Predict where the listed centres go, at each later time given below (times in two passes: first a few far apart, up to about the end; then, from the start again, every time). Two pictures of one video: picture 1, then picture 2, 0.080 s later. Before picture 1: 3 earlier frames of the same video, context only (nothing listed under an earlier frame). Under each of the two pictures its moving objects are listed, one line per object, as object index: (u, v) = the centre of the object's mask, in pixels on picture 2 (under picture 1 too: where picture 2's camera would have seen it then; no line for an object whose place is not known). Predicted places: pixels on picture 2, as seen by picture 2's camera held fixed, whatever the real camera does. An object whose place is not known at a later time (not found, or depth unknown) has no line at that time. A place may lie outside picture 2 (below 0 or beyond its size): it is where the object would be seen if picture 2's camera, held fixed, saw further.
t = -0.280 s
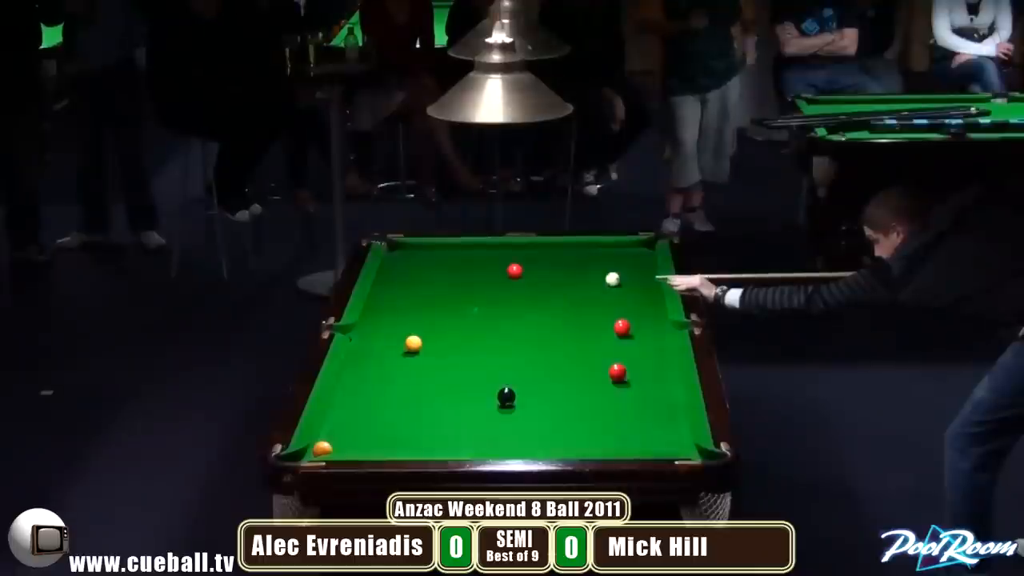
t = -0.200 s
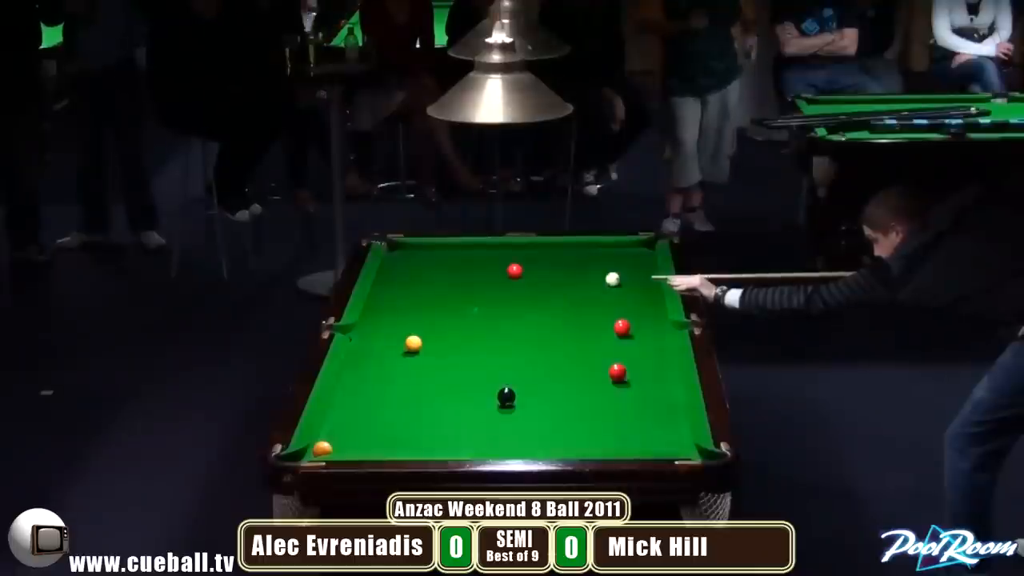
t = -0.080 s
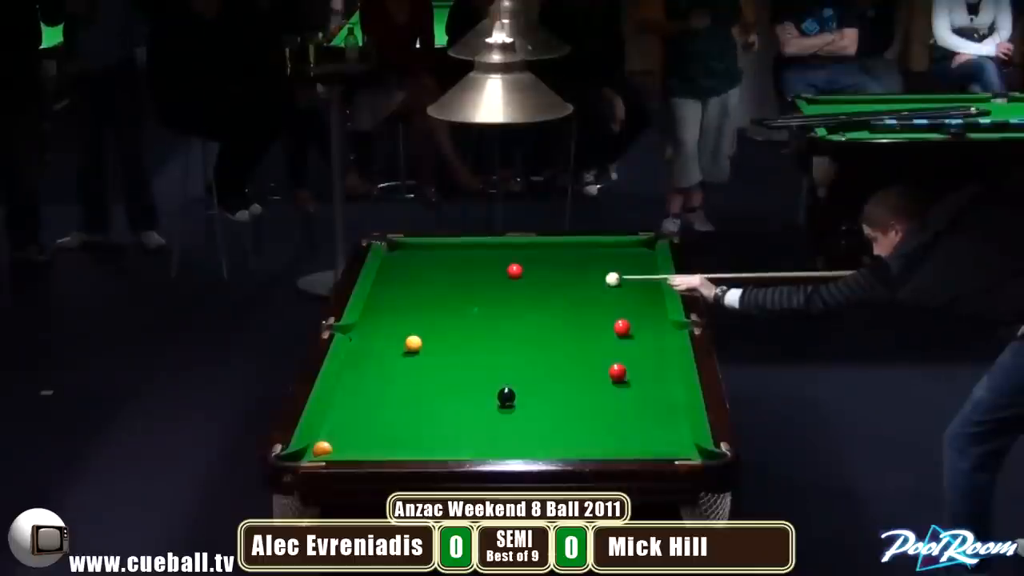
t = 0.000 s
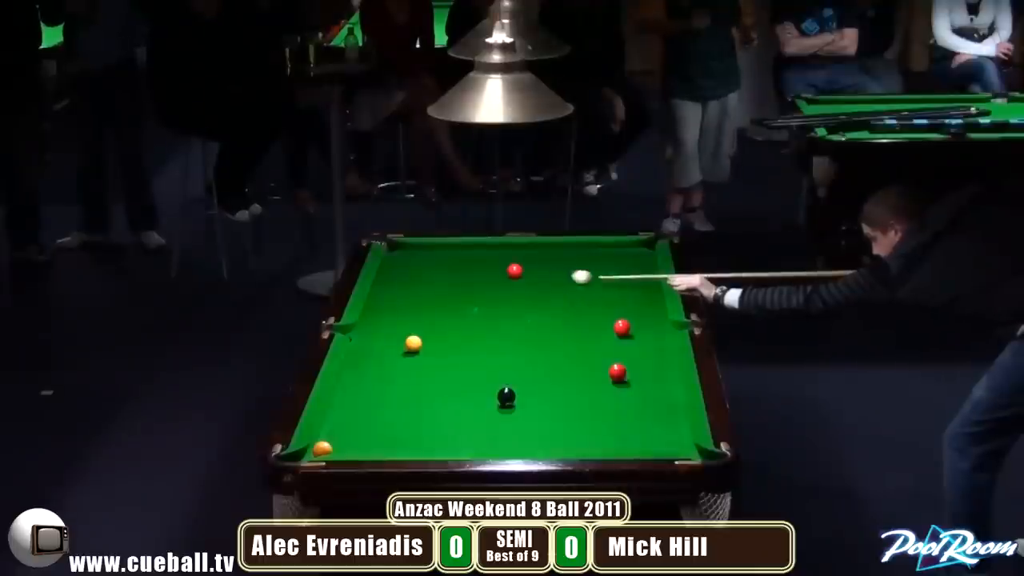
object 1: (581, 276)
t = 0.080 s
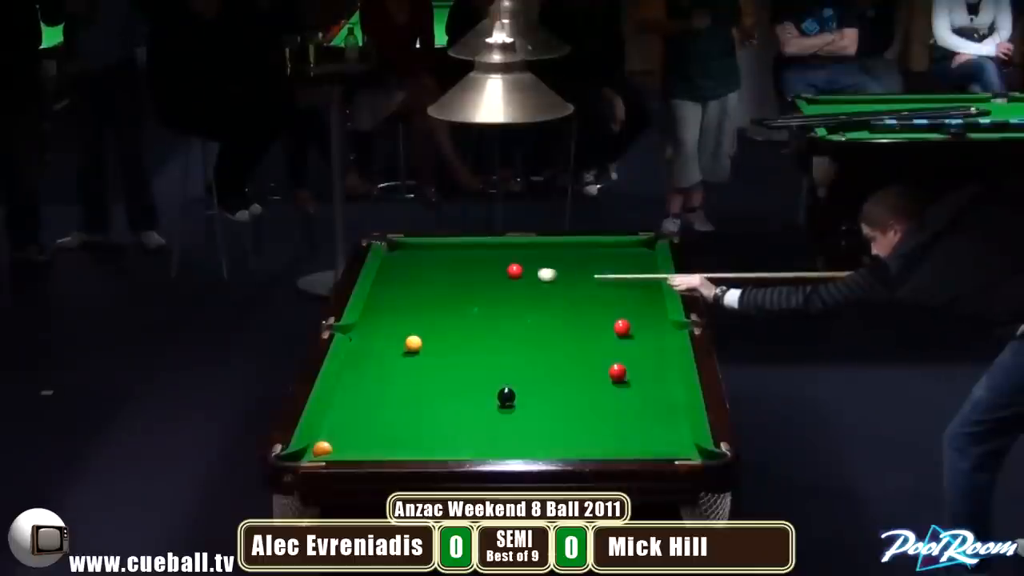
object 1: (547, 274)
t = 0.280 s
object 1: (506, 278)
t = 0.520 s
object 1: (468, 284)
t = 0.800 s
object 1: (424, 291)
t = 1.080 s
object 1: (381, 297)
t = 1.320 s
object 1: (385, 301)
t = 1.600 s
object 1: (401, 305)
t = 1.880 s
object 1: (416, 308)
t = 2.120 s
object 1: (427, 310)
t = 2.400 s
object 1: (437, 313)
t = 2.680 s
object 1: (445, 315)
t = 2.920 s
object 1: (451, 316)
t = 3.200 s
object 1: (454, 317)
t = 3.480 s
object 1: (456, 318)
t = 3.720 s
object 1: (456, 318)
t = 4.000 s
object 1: (456, 318)
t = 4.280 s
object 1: (456, 318)
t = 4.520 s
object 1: (456, 318)
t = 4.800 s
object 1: (456, 318)
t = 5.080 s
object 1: (456, 318)
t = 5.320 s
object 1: (456, 318)
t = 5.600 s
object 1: (456, 318)
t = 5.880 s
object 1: (456, 318)
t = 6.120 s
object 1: (456, 318)
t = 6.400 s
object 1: (456, 318)
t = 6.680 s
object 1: (456, 318)
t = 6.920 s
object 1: (456, 319)
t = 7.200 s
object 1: (456, 319)
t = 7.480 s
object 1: (456, 319)
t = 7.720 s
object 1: (456, 319)
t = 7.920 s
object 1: (456, 319)
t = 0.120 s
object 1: (529, 273)
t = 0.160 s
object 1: (522, 274)
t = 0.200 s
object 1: (518, 276)
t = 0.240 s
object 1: (513, 277)
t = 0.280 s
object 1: (506, 278)
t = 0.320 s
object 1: (500, 279)
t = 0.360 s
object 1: (494, 280)
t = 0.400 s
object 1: (487, 281)
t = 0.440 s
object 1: (481, 282)
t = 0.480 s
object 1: (474, 283)
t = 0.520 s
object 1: (468, 284)
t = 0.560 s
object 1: (462, 285)
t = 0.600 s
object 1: (455, 286)
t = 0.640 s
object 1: (449, 287)
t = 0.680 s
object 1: (443, 288)
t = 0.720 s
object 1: (436, 289)
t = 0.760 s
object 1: (430, 290)
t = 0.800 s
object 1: (424, 291)
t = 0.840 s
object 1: (418, 292)
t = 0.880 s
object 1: (412, 293)
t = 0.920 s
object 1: (405, 294)
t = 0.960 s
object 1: (399, 295)
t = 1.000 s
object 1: (393, 296)
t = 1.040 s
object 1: (387, 297)
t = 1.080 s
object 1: (381, 297)
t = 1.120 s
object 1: (376, 298)
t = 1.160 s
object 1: (375, 299)
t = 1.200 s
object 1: (378, 300)
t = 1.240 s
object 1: (380, 300)
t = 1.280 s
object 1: (383, 300)
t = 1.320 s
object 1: (385, 301)
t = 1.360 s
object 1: (388, 302)
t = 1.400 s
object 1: (390, 302)
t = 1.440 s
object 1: (392, 303)
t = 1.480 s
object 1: (395, 303)
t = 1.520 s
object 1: (397, 304)
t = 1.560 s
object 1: (399, 304)
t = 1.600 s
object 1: (401, 305)
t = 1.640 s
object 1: (404, 305)
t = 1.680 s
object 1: (406, 306)
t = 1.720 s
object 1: (408, 306)
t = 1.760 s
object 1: (410, 306)
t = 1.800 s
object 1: (412, 307)
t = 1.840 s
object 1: (414, 307)
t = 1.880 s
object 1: (416, 308)
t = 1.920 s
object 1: (418, 308)
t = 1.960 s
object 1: (420, 308)
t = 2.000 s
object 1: (421, 309)
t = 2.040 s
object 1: (423, 309)
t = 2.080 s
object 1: (425, 310)
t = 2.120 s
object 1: (427, 310)
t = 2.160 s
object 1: (429, 310)
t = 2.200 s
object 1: (430, 311)
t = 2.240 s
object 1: (432, 311)
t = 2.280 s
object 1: (433, 311)
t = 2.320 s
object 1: (435, 312)
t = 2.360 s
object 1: (436, 312)
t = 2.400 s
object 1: (437, 313)
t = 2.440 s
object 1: (439, 313)
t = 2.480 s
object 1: (440, 313)
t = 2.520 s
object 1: (441, 313)
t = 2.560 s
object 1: (442, 314)
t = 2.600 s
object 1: (443, 314)
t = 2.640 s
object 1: (444, 314)
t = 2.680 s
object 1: (445, 315)
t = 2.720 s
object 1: (446, 315)
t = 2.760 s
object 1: (447, 315)
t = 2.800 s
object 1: (448, 315)
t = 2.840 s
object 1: (449, 315)
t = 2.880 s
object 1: (450, 316)
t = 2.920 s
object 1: (451, 316)
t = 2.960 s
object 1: (452, 316)
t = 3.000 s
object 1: (452, 316)
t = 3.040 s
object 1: (453, 317)
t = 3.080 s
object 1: (453, 317)
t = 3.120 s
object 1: (454, 317)
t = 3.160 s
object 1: (454, 317)
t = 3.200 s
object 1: (454, 317)
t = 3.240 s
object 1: (454, 318)
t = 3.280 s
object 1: (455, 318)
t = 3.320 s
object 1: (455, 318)
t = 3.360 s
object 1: (455, 318)
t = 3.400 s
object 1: (455, 318)
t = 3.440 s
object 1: (456, 318)
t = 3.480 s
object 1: (456, 318)
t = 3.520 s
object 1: (456, 318)
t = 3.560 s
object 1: (456, 318)
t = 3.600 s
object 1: (456, 318)
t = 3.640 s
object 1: (456, 318)
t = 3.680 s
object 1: (456, 318)
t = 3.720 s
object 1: (456, 318)
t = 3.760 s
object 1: (456, 318)
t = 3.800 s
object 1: (456, 318)
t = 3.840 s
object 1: (456, 318)
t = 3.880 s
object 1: (456, 318)
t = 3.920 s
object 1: (456, 318)
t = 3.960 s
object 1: (456, 318)
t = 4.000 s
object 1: (456, 318)
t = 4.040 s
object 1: (456, 318)
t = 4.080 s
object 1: (456, 318)
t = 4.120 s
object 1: (456, 318)
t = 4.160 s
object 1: (456, 318)
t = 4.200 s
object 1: (456, 318)
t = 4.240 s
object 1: (456, 318)
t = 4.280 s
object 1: (456, 318)
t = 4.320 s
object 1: (456, 318)
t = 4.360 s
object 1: (456, 318)
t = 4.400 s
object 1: (456, 318)
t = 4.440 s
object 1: (456, 318)
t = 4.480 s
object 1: (456, 318)
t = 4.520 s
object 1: (456, 318)
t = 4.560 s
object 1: (456, 318)
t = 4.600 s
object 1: (456, 318)
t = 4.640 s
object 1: (456, 318)
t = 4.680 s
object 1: (456, 318)
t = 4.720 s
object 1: (456, 318)
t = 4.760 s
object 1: (456, 318)
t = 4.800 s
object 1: (456, 318)
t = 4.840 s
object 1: (456, 319)
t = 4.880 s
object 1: (456, 318)
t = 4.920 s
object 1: (456, 318)
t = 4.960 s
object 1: (456, 318)
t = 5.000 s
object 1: (456, 318)
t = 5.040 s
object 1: (456, 318)
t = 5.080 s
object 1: (456, 318)
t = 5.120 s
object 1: (456, 318)
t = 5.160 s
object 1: (456, 318)
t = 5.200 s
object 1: (456, 318)
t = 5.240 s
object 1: (456, 318)
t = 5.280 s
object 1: (456, 318)
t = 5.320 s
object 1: (456, 318)
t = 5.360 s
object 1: (456, 319)
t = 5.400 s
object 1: (456, 318)
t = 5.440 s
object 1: (456, 318)
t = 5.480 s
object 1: (456, 318)
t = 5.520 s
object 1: (456, 318)
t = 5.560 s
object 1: (456, 318)
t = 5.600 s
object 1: (456, 318)
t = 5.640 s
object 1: (456, 318)
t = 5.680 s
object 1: (456, 318)
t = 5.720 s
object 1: (456, 319)
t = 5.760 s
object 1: (456, 319)
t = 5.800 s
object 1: (456, 318)
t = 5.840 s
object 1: (456, 319)
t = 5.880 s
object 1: (456, 318)
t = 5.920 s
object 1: (456, 318)
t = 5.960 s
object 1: (456, 318)
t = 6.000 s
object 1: (456, 318)
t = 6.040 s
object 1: (456, 318)
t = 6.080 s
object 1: (456, 318)
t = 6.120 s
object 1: (456, 318)
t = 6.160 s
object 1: (456, 318)
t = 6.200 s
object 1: (456, 318)
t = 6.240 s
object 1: (456, 318)
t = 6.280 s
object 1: (456, 318)
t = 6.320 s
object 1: (456, 318)
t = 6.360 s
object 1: (456, 318)
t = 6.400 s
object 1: (456, 318)
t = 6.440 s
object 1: (456, 318)
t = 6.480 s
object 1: (456, 318)
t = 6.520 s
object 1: (456, 318)
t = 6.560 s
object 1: (456, 318)
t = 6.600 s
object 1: (456, 318)
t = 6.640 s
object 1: (456, 318)
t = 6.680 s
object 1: (456, 318)
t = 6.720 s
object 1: (456, 318)
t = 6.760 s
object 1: (456, 318)
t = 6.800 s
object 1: (456, 318)
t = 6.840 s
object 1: (456, 319)
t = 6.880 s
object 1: (456, 318)
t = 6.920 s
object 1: (456, 319)
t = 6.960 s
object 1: (456, 319)
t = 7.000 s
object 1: (456, 319)
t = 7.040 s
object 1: (456, 319)
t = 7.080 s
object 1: (456, 319)
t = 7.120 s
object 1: (456, 319)
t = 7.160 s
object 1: (456, 319)
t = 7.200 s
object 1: (456, 319)
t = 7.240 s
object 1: (456, 319)
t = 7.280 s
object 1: (456, 319)
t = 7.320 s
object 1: (456, 319)
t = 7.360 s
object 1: (456, 319)
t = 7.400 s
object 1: (456, 319)
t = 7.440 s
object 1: (456, 319)
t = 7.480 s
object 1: (456, 319)
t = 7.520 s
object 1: (456, 319)
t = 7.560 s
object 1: (456, 319)
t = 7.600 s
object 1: (456, 319)
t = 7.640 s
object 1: (456, 319)
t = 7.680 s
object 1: (456, 319)
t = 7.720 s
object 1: (456, 319)
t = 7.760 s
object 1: (456, 319)
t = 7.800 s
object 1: (456, 319)
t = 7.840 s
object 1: (456, 319)
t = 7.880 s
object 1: (456, 319)
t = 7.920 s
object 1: (456, 319)
